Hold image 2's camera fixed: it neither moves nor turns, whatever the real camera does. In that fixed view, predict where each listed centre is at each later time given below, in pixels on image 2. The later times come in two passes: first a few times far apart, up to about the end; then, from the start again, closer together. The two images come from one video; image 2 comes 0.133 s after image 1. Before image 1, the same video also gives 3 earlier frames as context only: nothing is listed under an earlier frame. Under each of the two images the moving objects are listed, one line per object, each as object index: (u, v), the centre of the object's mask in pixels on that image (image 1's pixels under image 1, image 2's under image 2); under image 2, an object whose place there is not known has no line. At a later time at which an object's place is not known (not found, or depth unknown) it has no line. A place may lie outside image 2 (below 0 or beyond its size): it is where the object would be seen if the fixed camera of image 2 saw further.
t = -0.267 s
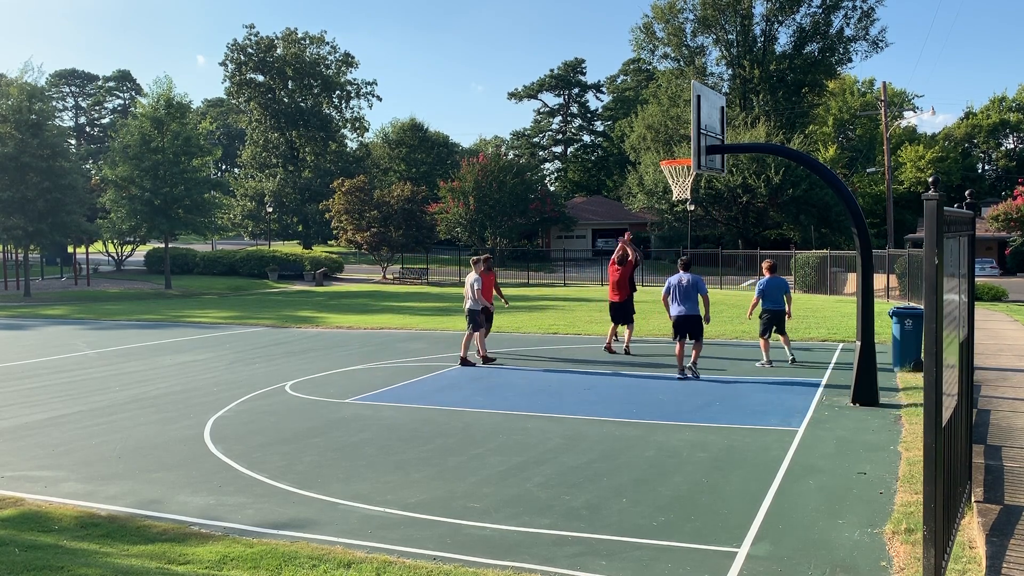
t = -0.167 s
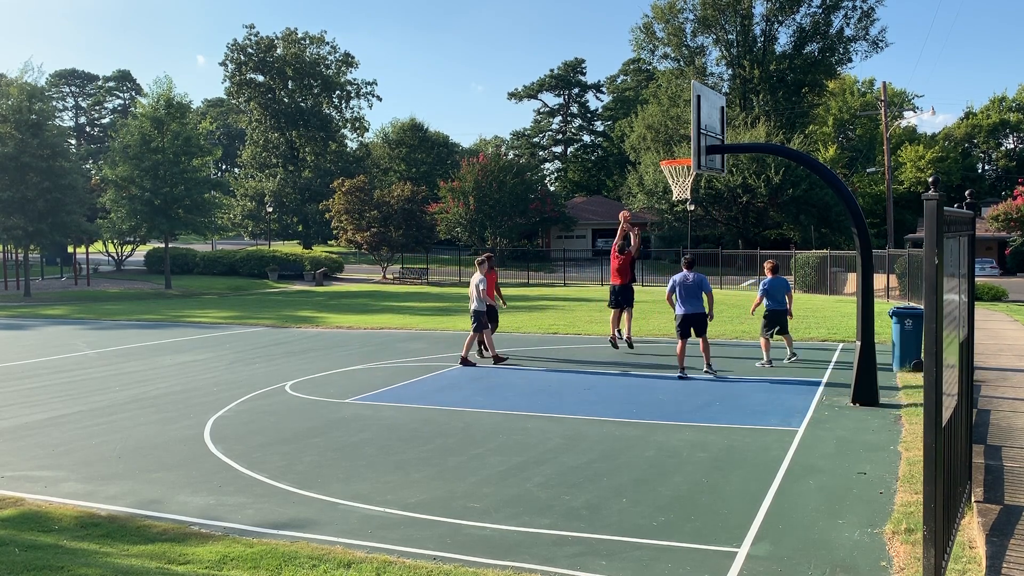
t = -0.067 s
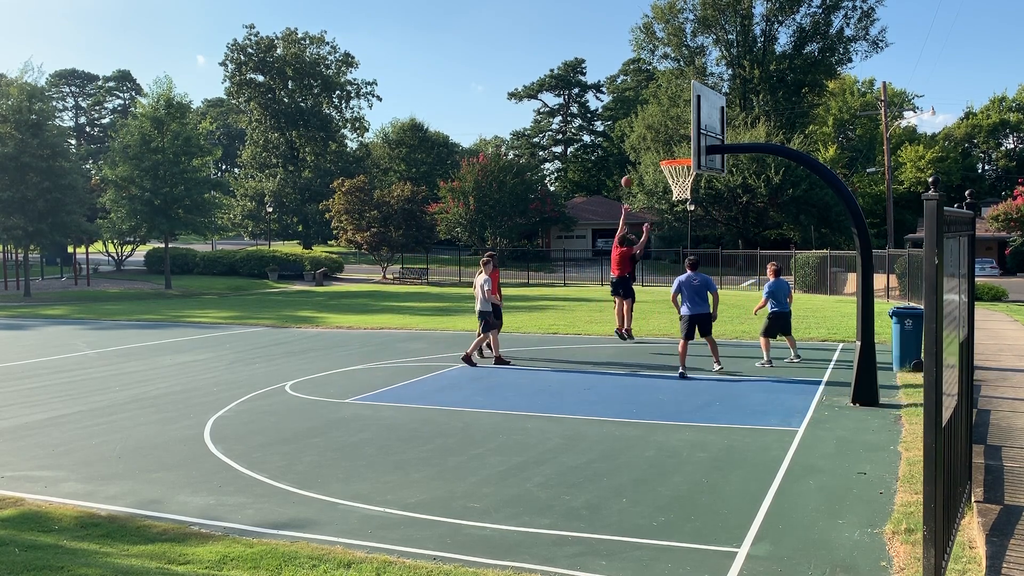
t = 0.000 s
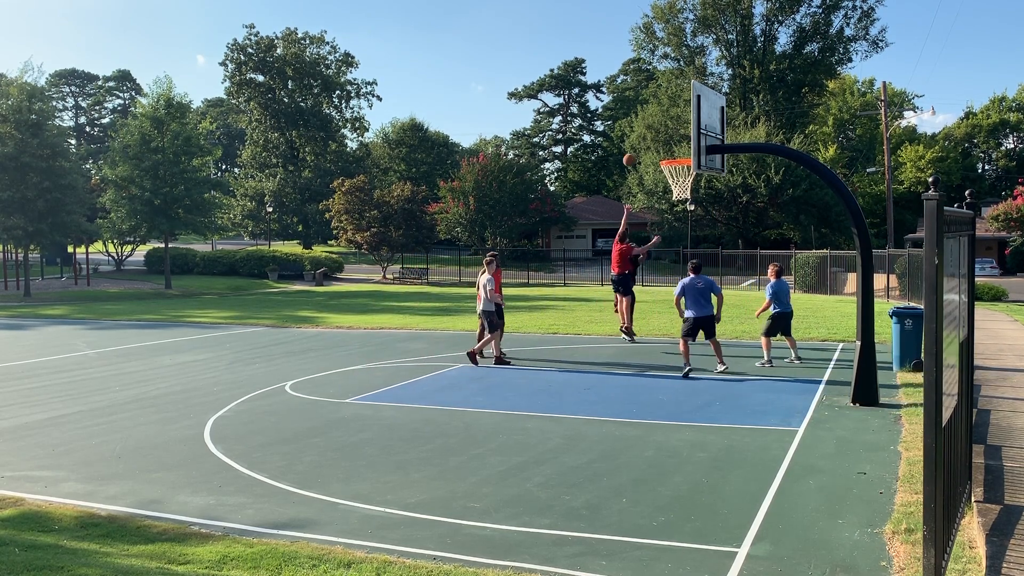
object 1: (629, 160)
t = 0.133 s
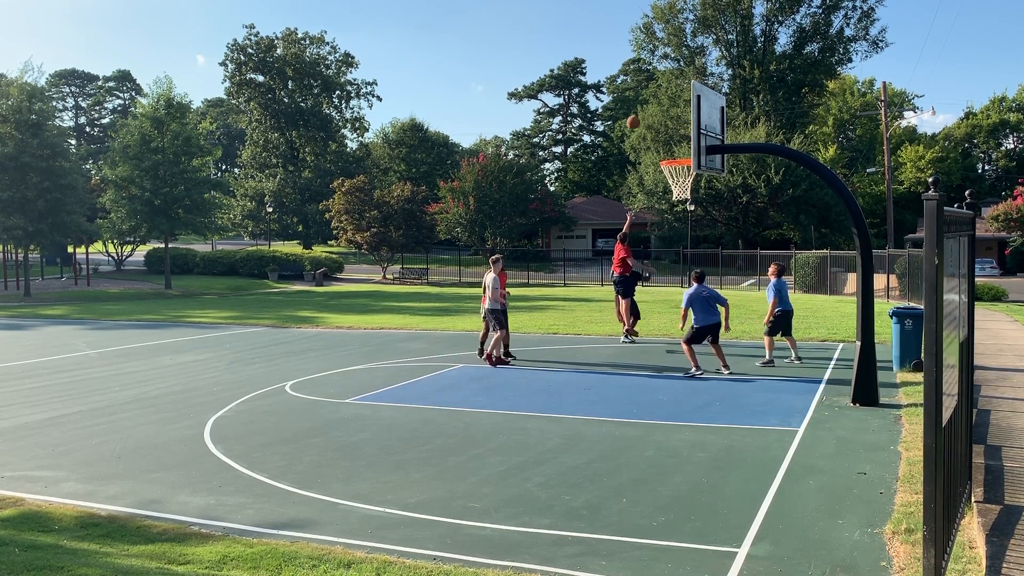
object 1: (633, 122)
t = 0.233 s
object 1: (636, 98)
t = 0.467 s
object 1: (643, 61)
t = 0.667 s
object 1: (650, 51)
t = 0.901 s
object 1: (661, 74)
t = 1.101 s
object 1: (669, 130)
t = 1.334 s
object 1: (672, 187)
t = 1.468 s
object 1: (659, 197)
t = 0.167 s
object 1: (634, 114)
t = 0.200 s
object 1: (635, 106)
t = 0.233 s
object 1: (636, 98)
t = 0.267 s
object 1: (637, 91)
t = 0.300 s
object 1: (638, 84)
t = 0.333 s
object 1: (639, 79)
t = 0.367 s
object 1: (640, 73)
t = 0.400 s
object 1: (641, 68)
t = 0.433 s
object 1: (642, 64)
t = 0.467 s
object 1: (643, 61)
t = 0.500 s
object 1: (645, 57)
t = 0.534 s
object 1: (645, 55)
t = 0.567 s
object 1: (647, 53)
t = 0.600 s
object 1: (649, 51)
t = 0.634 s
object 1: (649, 51)
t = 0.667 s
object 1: (650, 51)
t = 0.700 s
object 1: (652, 52)
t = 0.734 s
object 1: (654, 54)
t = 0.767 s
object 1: (655, 56)
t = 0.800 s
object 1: (656, 60)
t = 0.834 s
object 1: (657, 64)
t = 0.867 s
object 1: (659, 69)
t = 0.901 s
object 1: (661, 74)
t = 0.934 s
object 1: (662, 81)
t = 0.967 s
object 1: (664, 89)
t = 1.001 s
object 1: (665, 98)
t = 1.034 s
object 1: (667, 107)
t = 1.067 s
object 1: (668, 118)
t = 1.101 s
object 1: (669, 130)
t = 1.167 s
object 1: (673, 154)
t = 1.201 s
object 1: (678, 160)
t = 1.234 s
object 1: (686, 170)
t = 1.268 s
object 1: (683, 174)
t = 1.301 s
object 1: (678, 181)
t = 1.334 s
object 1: (672, 187)
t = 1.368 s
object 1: (669, 189)
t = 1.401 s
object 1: (665, 192)
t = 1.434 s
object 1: (662, 194)
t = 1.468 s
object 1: (659, 197)
